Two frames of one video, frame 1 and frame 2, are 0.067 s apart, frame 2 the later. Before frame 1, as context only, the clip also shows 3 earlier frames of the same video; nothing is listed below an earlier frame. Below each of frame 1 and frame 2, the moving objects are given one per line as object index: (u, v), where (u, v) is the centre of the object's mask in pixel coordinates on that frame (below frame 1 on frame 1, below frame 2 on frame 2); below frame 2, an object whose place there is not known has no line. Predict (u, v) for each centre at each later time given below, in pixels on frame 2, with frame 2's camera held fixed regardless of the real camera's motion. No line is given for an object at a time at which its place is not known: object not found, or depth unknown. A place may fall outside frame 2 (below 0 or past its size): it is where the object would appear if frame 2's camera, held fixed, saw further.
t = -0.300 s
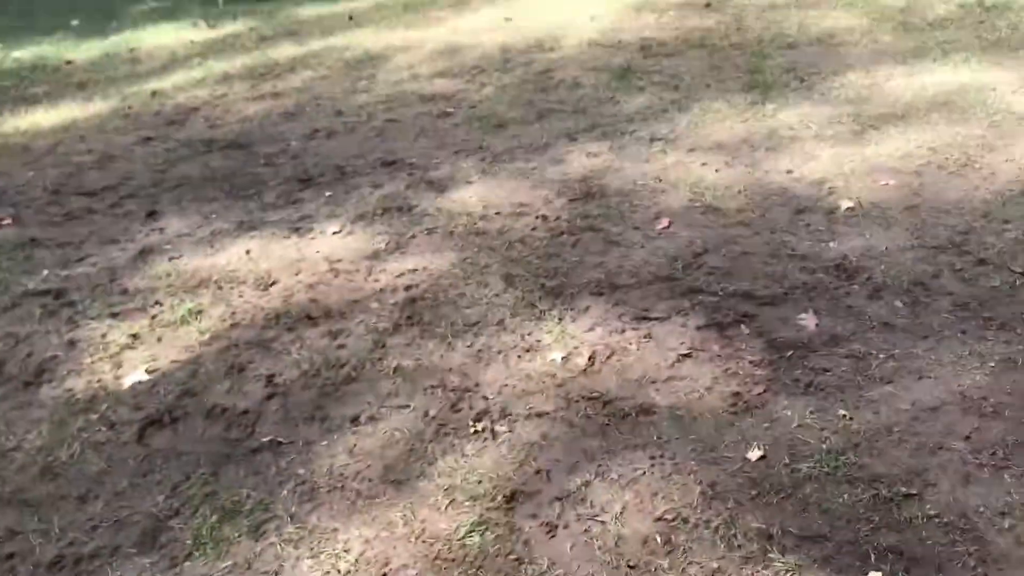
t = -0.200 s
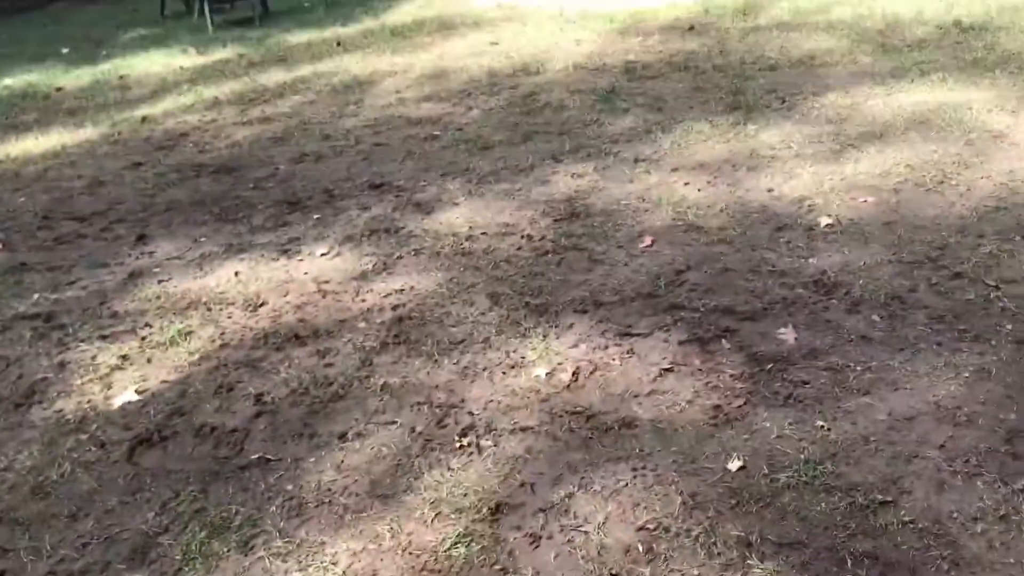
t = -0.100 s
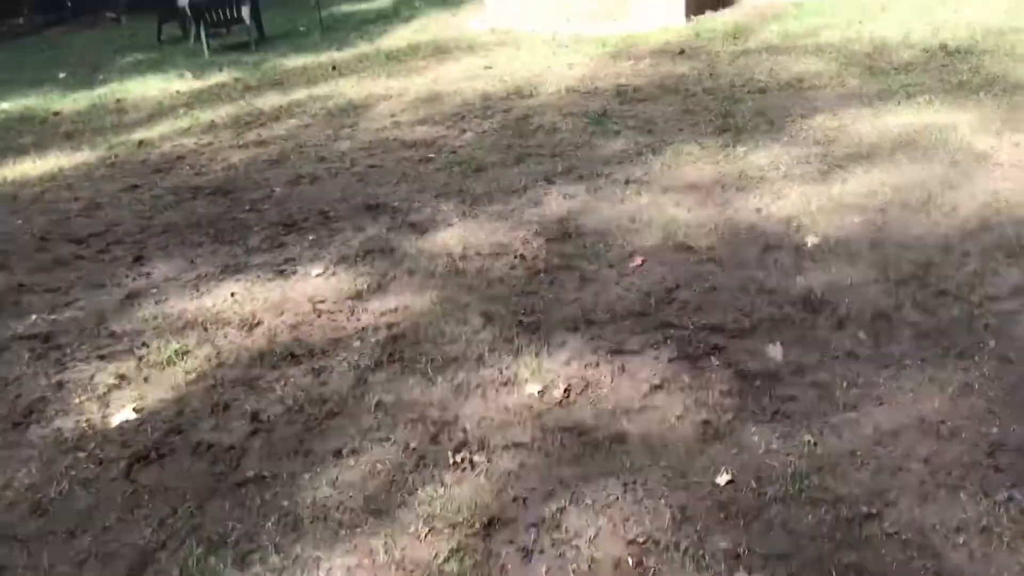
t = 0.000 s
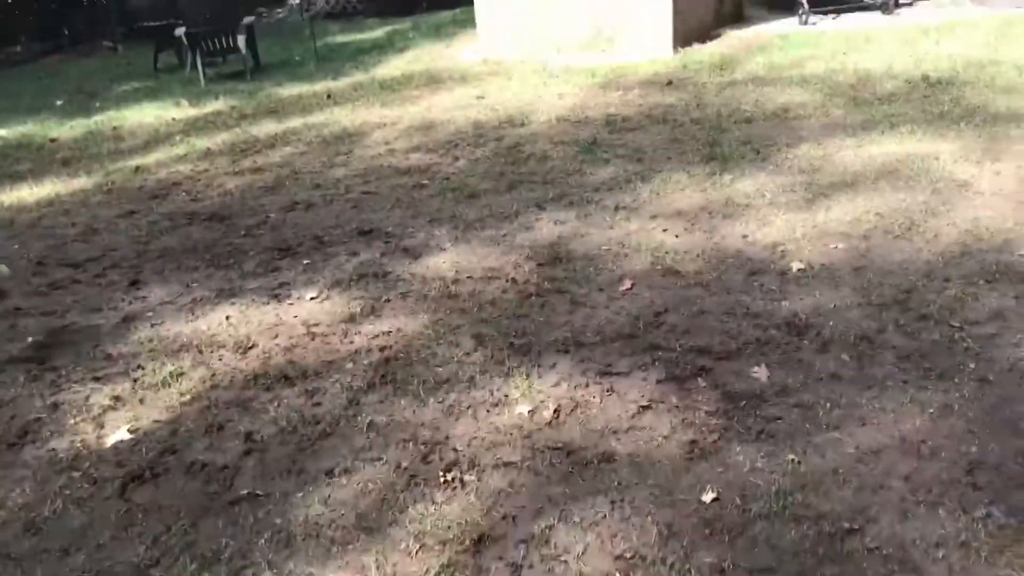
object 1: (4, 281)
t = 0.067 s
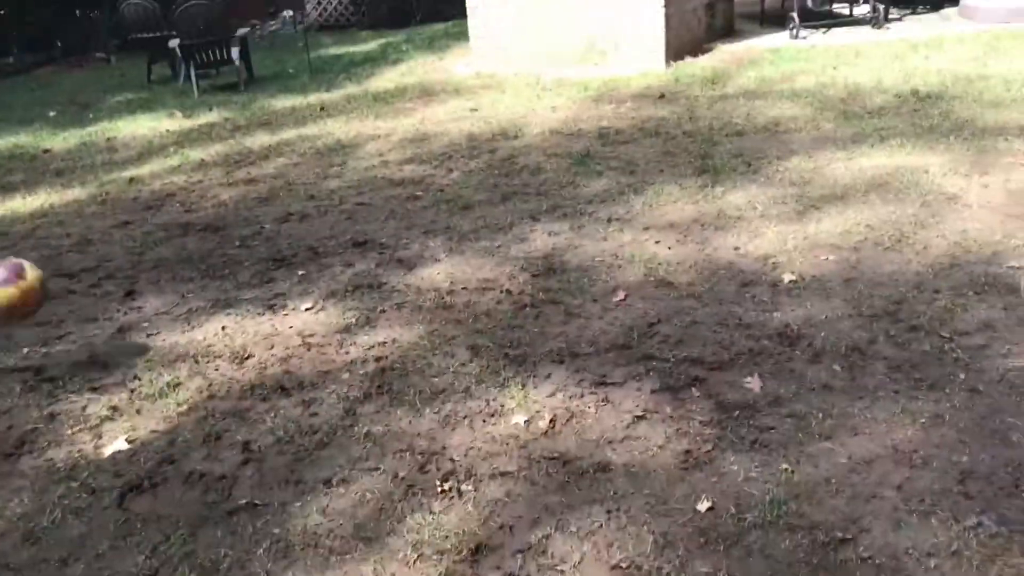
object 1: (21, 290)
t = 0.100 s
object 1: (32, 291)
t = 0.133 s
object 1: (53, 292)
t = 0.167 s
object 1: (78, 300)
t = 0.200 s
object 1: (108, 316)
